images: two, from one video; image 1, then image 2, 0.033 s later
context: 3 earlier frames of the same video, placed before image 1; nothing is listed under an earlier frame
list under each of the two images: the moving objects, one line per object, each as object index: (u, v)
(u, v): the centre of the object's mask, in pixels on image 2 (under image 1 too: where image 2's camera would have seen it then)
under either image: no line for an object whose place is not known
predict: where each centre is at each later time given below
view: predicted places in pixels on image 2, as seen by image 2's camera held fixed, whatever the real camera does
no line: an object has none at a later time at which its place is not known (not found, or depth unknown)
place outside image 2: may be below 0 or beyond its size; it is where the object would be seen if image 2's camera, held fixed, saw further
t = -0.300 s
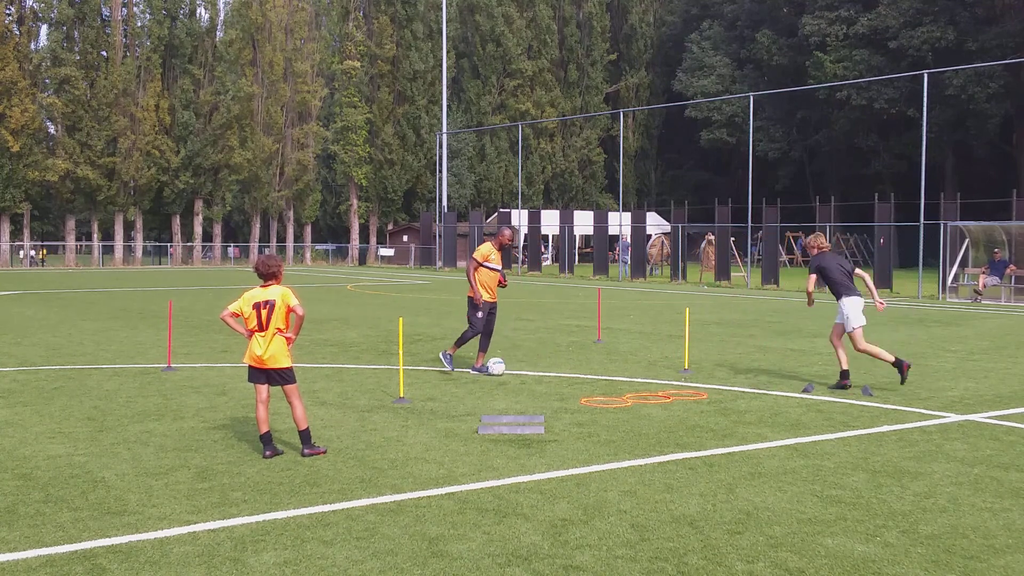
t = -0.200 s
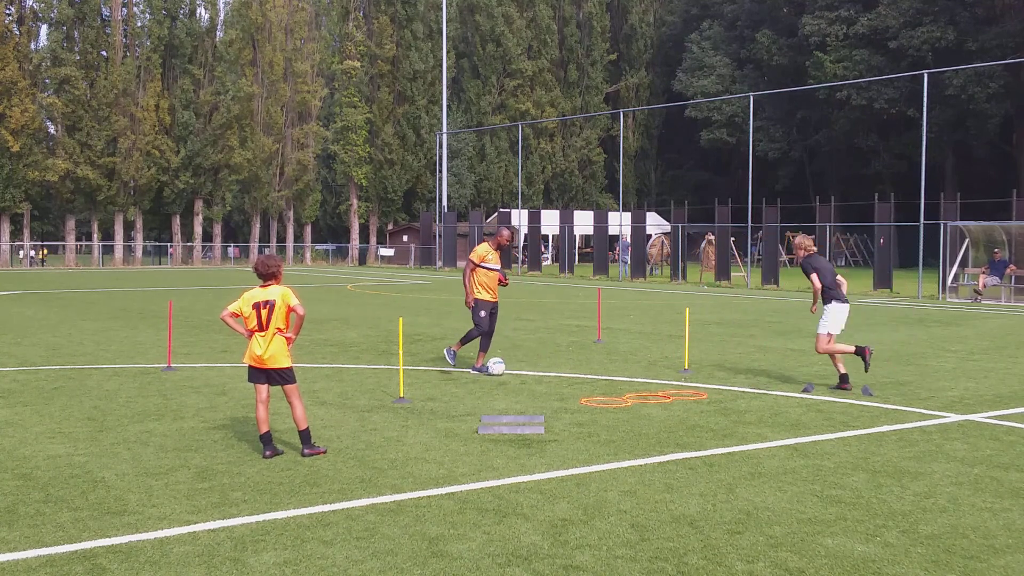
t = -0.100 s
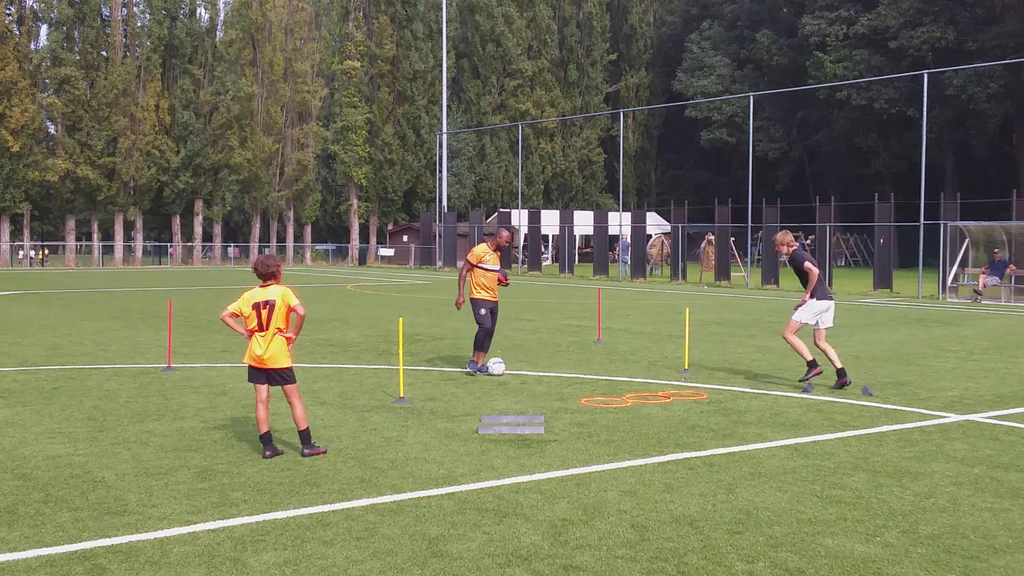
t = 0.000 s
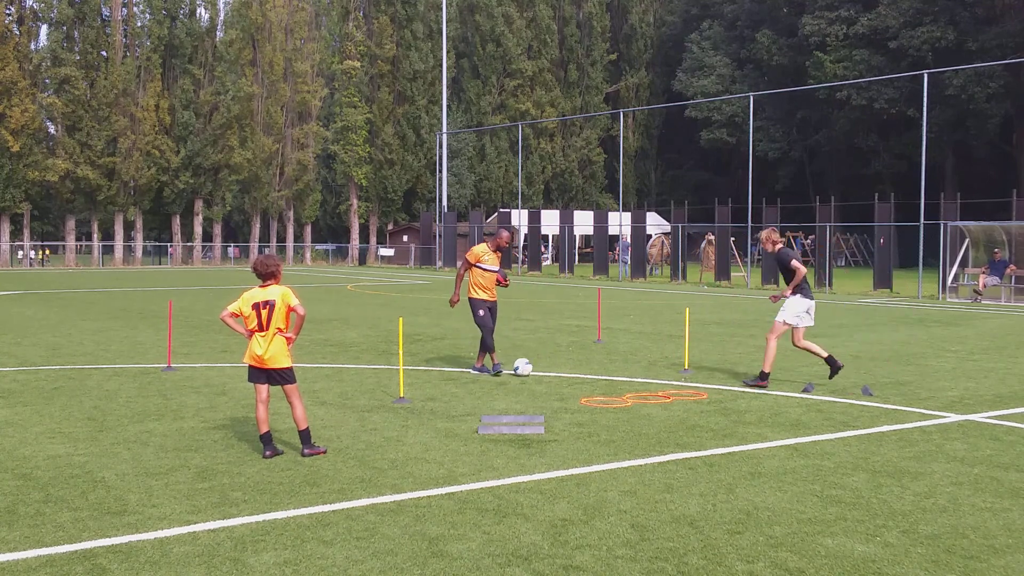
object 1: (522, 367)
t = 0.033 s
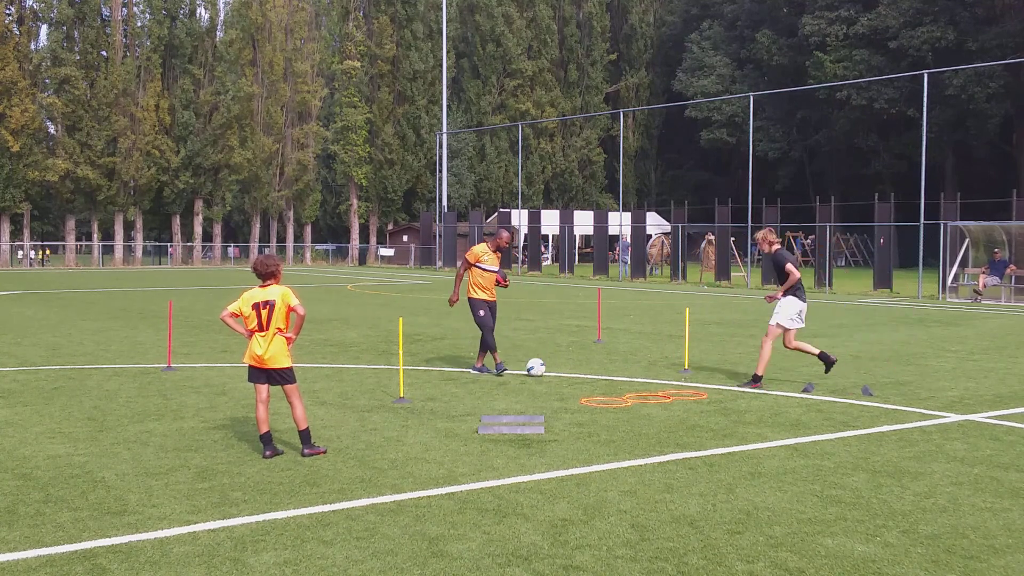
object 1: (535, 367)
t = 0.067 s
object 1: (548, 367)
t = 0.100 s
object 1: (560, 368)
